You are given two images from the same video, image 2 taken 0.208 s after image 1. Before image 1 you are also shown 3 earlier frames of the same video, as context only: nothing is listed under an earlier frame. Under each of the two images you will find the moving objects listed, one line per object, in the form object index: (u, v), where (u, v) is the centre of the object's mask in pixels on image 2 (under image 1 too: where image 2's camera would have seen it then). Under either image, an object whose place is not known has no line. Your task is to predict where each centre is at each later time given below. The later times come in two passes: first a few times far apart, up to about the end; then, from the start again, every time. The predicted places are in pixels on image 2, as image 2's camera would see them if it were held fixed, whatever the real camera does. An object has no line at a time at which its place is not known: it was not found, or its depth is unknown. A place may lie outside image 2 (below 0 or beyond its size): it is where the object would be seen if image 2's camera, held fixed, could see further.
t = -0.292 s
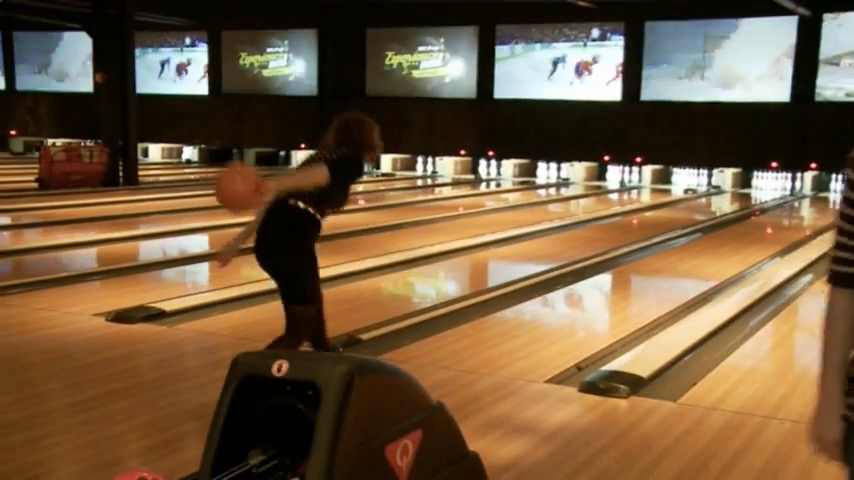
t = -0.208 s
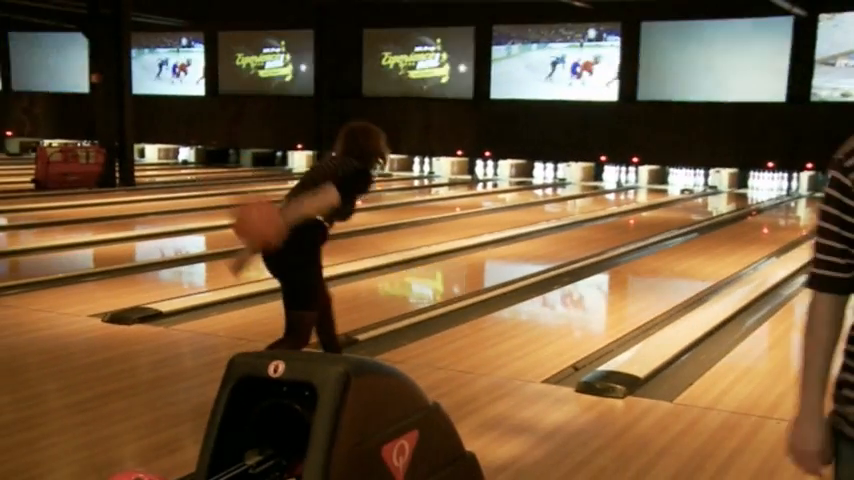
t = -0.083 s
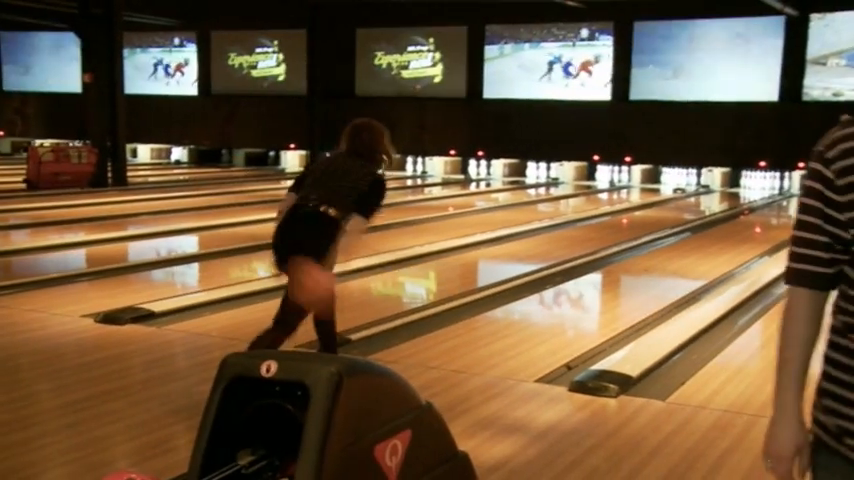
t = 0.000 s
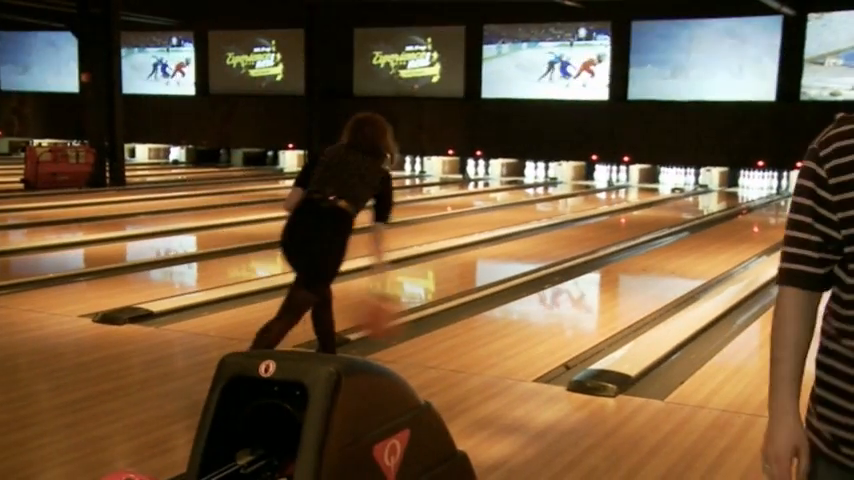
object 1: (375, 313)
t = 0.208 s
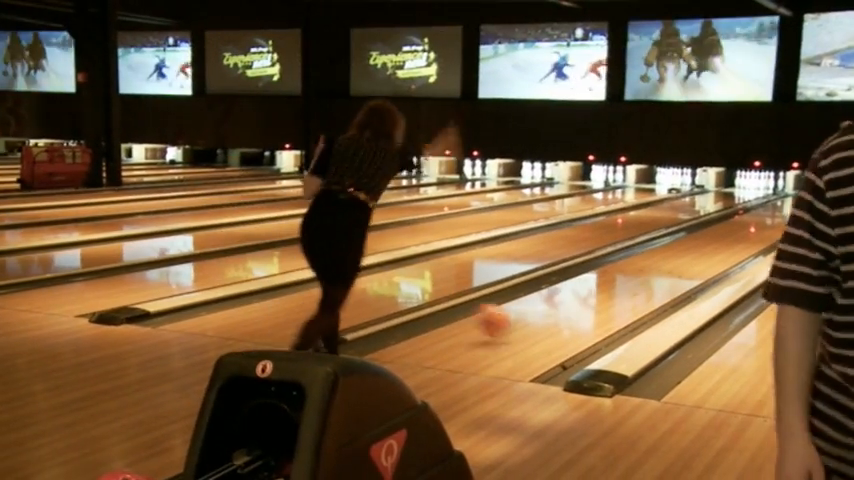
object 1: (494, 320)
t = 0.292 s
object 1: (527, 312)
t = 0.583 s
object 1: (613, 274)
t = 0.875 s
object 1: (671, 249)
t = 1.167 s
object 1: (710, 231)
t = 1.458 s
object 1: (739, 219)
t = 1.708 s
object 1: (760, 211)
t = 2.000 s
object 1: (777, 202)
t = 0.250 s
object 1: (509, 321)
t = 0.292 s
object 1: (527, 312)
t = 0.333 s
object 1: (545, 305)
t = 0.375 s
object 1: (557, 299)
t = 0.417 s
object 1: (564, 296)
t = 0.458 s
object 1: (584, 288)
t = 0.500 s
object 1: (596, 282)
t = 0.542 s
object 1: (606, 278)
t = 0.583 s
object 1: (613, 274)
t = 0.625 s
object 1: (624, 270)
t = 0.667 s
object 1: (632, 266)
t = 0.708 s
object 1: (641, 262)
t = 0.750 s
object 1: (649, 259)
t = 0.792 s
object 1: (657, 256)
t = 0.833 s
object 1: (665, 252)
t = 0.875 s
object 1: (671, 249)
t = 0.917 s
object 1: (677, 247)
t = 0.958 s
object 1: (683, 244)
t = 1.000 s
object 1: (689, 241)
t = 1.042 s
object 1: (695, 239)
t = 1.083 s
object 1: (700, 236)
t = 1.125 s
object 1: (705, 233)
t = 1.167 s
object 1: (710, 231)
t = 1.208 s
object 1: (714, 230)
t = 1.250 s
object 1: (719, 227)
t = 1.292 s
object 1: (723, 226)
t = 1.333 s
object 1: (728, 224)
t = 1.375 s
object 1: (732, 222)
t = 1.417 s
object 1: (736, 220)
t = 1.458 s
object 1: (739, 219)
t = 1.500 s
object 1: (743, 217)
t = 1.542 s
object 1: (745, 216)
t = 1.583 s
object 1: (748, 215)
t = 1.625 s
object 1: (753, 213)
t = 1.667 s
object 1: (757, 211)
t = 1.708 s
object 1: (760, 211)
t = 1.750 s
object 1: (762, 209)
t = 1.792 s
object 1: (765, 208)
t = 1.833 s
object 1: (768, 207)
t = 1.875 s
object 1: (769, 206)
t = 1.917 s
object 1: (774, 204)
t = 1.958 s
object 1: (776, 203)
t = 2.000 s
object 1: (777, 202)
